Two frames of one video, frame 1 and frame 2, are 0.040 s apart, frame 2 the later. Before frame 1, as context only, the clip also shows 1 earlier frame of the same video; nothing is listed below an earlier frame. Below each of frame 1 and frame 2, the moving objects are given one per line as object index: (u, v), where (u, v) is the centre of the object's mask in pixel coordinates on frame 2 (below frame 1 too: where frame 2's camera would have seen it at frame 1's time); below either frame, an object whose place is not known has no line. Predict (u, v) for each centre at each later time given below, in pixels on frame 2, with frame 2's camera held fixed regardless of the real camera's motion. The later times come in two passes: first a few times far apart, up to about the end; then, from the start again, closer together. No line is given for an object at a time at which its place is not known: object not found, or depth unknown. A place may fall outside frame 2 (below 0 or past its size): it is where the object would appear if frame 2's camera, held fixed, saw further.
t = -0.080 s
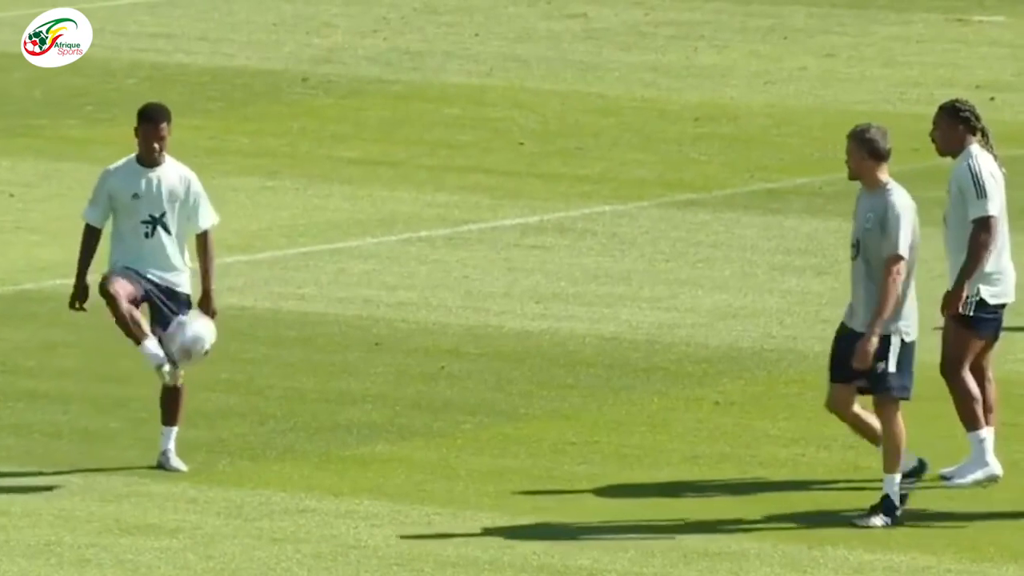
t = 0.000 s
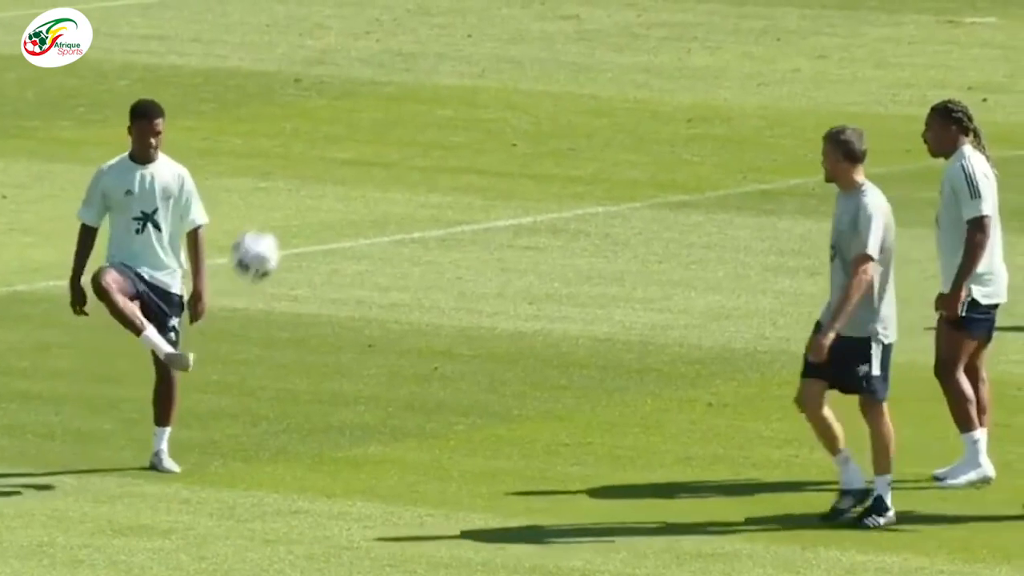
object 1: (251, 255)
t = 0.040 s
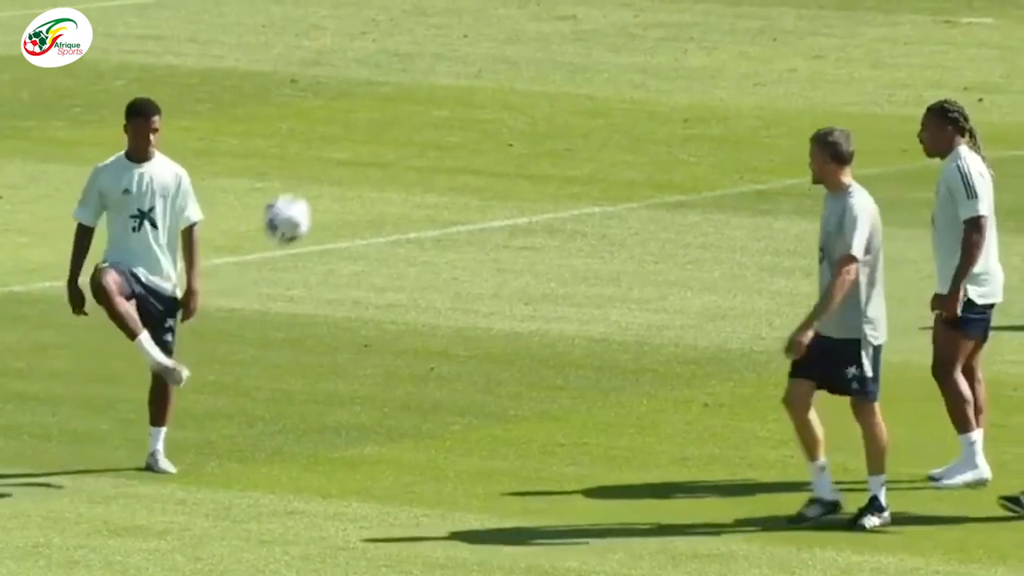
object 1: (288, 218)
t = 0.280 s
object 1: (493, 70)
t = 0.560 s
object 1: (730, 52)
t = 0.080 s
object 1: (323, 185)
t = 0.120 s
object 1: (357, 155)
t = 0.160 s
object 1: (391, 129)
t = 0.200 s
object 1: (425, 106)
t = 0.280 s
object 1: (493, 70)
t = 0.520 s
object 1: (696, 45)
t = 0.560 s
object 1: (730, 52)
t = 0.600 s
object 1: (763, 63)
